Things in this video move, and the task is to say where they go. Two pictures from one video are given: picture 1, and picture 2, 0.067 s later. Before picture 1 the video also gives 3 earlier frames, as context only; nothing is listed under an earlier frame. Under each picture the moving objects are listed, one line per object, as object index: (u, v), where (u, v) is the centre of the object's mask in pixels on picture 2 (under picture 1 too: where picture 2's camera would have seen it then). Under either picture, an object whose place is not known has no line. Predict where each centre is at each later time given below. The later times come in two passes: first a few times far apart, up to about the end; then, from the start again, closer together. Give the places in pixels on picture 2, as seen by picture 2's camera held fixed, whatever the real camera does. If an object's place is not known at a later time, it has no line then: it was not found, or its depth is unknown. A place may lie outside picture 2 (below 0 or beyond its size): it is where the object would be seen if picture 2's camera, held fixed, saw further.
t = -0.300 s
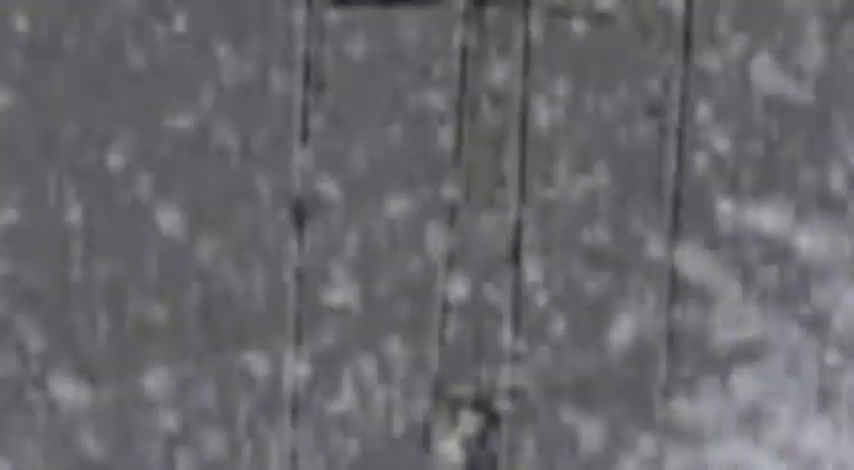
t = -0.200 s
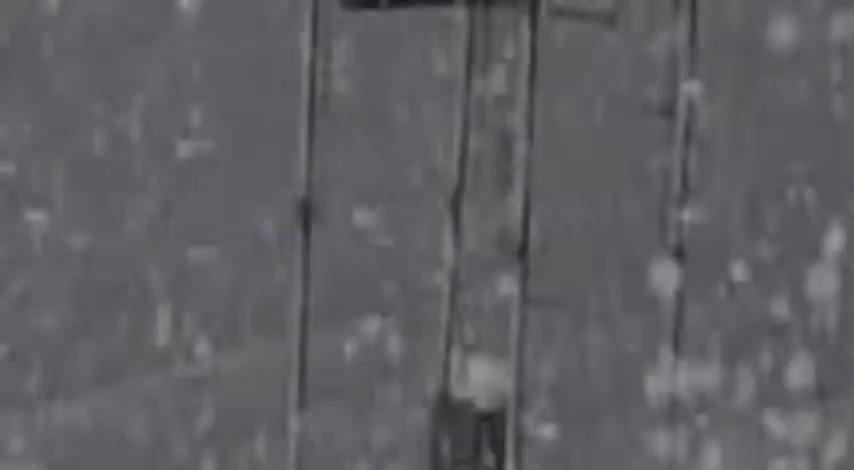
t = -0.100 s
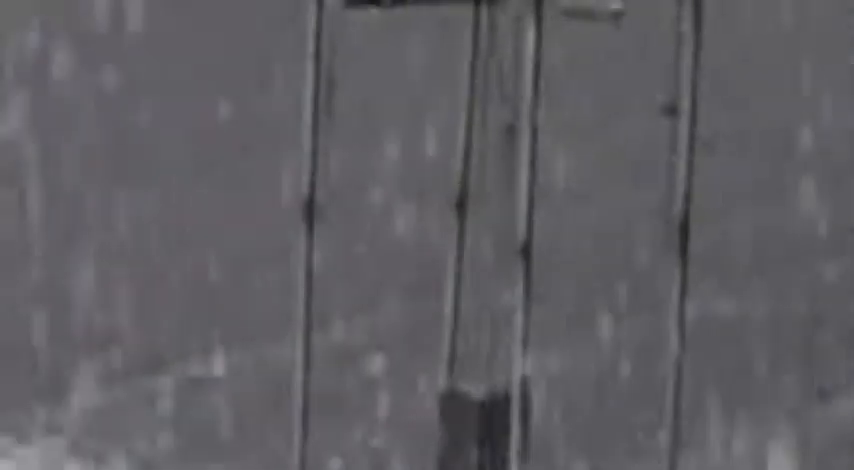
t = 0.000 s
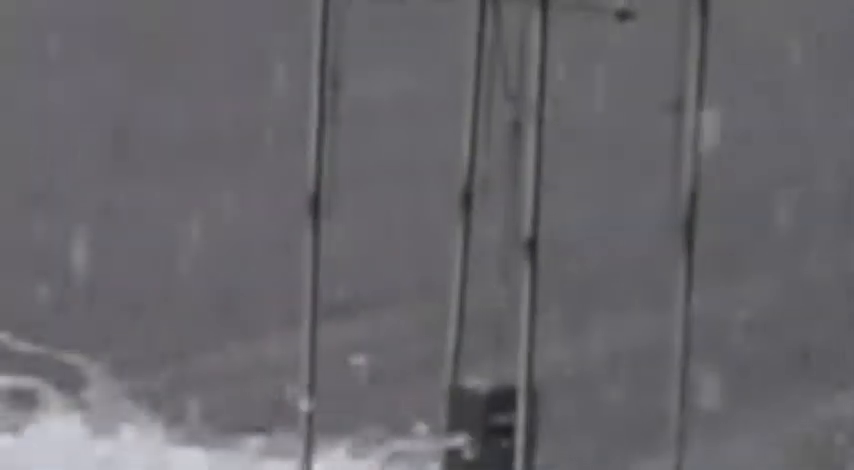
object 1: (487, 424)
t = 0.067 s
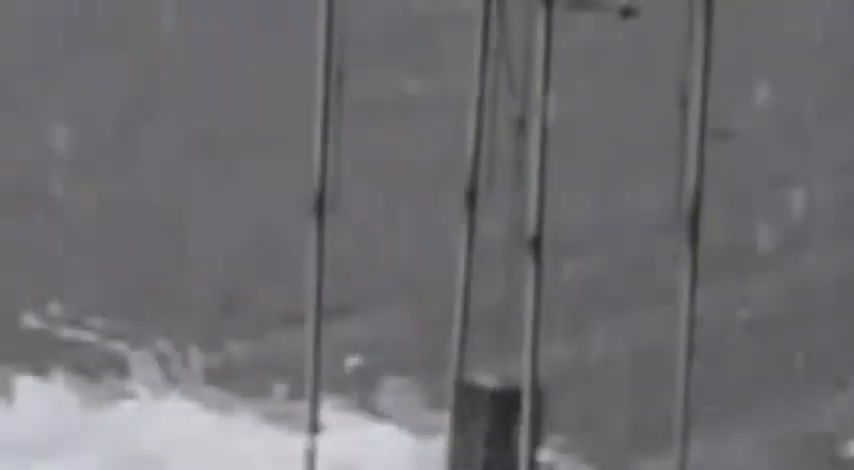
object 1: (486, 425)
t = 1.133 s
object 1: (587, 406)
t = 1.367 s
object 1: (575, 401)
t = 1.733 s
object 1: (528, 395)
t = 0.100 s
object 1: (486, 424)
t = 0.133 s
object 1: (487, 422)
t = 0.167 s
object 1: (497, 421)
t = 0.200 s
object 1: (501, 421)
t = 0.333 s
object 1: (553, 415)
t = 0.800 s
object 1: (613, 400)
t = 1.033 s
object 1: (602, 390)
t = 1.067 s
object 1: (593, 400)
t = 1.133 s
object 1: (587, 406)
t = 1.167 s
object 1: (586, 408)
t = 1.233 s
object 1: (585, 407)
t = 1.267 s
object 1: (584, 405)
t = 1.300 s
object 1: (580, 403)
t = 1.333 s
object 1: (578, 402)
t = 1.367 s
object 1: (575, 401)
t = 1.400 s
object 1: (572, 399)
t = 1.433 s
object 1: (568, 395)
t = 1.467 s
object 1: (564, 393)
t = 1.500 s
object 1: (561, 393)
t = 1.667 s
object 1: (542, 396)
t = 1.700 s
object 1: (540, 393)
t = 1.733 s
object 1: (528, 395)
